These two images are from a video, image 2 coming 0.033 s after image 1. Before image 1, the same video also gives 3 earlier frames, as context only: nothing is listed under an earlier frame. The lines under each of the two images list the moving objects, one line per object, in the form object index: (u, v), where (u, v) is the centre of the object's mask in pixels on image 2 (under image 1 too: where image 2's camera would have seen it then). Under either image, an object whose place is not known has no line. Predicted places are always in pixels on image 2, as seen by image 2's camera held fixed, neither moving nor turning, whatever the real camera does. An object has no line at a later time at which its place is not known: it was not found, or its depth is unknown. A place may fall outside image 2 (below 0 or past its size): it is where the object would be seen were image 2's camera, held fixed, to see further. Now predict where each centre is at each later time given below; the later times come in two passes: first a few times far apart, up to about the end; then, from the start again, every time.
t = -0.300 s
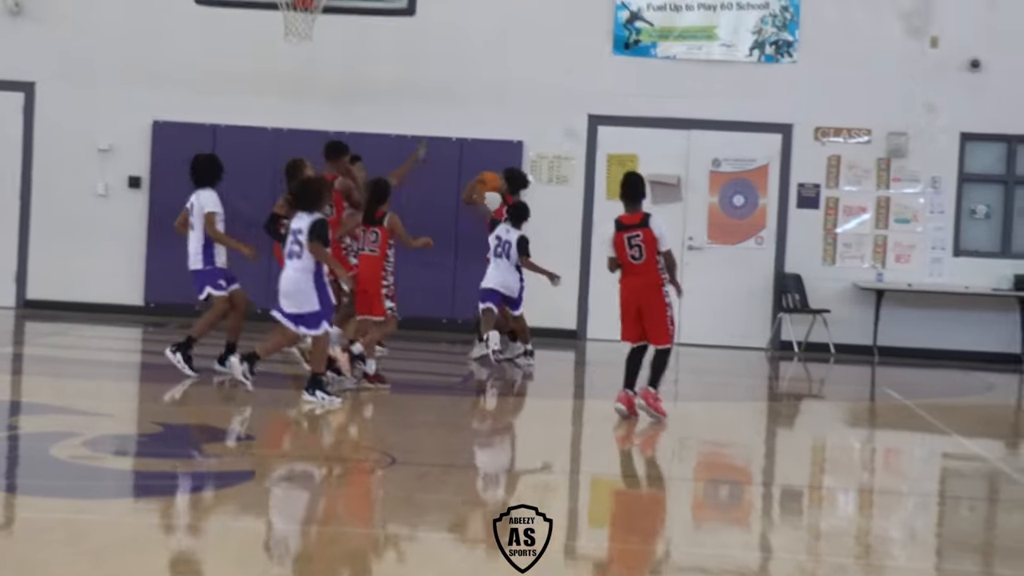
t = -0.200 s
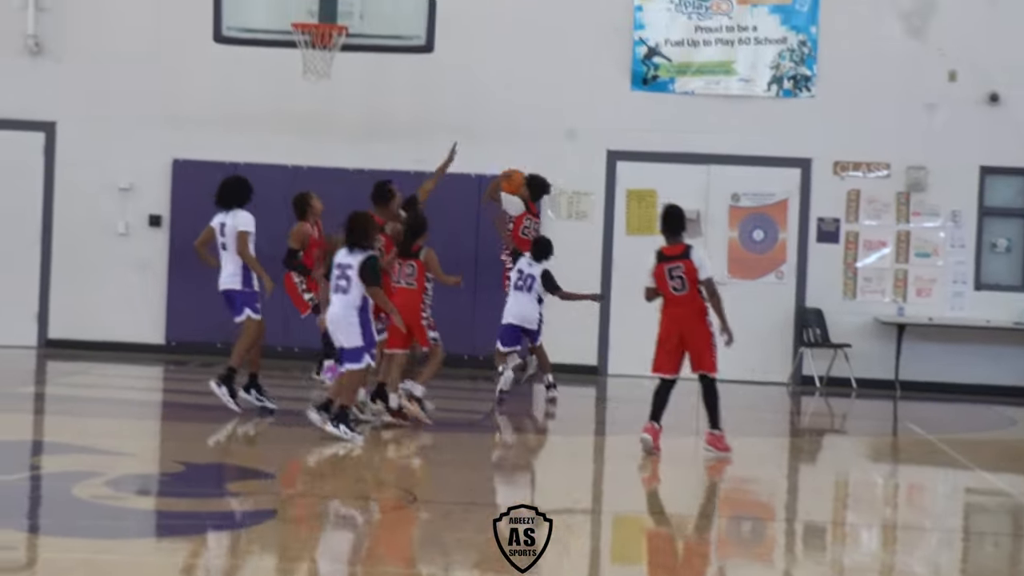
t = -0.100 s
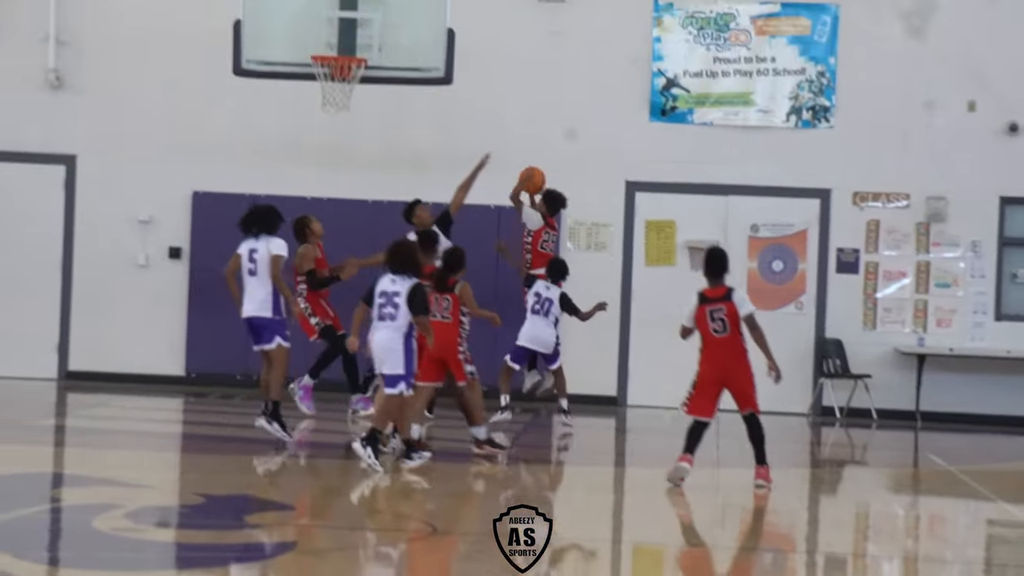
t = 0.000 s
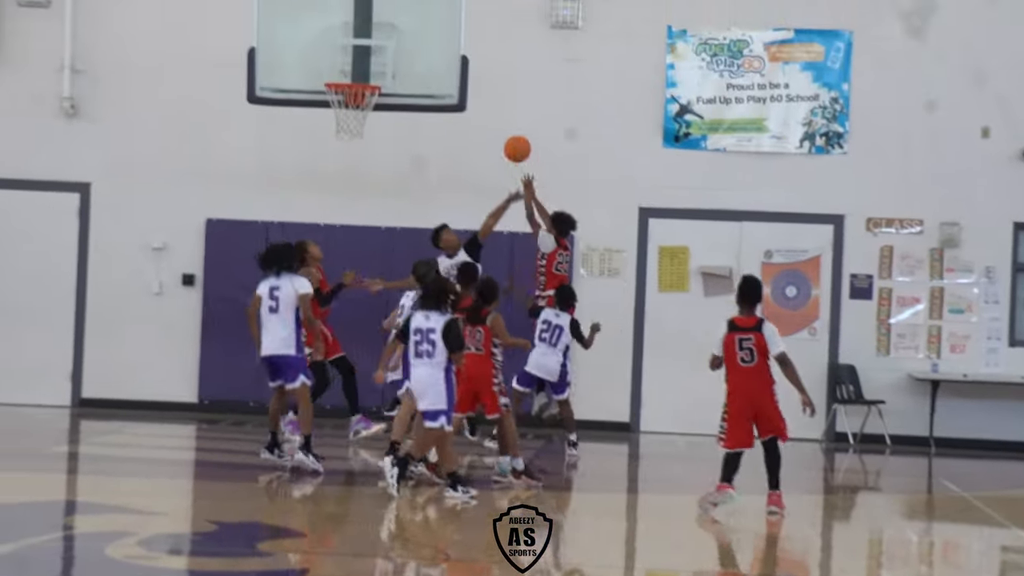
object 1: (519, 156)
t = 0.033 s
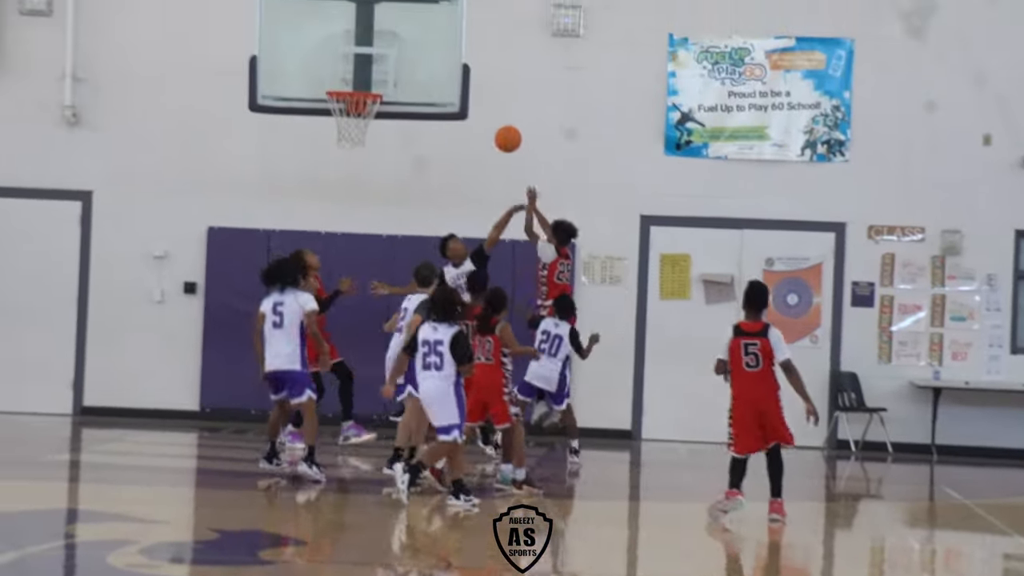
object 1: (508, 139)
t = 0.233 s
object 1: (442, 59)
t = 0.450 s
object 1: (372, 26)
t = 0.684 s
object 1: (325, 45)
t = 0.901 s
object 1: (281, 118)
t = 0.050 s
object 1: (502, 130)
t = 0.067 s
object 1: (496, 122)
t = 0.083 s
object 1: (491, 114)
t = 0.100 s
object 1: (485, 106)
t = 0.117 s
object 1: (480, 99)
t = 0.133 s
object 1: (474, 92)
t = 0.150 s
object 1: (469, 86)
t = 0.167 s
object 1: (463, 80)
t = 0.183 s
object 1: (458, 74)
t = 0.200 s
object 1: (453, 69)
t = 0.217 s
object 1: (447, 64)
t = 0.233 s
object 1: (442, 59)
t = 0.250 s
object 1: (436, 55)
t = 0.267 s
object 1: (431, 50)
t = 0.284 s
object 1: (425, 46)
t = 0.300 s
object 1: (420, 43)
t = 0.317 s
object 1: (414, 40)
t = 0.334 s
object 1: (409, 37)
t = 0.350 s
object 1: (404, 34)
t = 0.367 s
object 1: (398, 32)
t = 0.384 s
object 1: (393, 30)
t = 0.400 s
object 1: (388, 29)
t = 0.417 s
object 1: (383, 28)
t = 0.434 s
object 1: (377, 27)
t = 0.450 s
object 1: (372, 26)
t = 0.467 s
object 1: (367, 26)
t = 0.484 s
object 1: (364, 25)
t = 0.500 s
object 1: (360, 26)
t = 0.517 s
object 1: (357, 25)
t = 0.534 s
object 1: (355, 27)
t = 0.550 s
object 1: (351, 27)
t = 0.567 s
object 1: (349, 28)
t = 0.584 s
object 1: (345, 29)
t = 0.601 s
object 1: (341, 31)
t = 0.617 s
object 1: (338, 33)
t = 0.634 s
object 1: (335, 35)
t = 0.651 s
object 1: (331, 38)
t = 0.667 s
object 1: (328, 41)
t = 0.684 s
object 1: (325, 45)
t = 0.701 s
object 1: (321, 48)
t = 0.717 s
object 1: (318, 52)
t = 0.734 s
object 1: (315, 56)
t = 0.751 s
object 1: (311, 61)
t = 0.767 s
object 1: (308, 66)
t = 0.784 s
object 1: (305, 71)
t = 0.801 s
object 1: (301, 77)
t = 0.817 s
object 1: (298, 83)
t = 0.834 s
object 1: (295, 89)
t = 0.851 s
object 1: (291, 96)
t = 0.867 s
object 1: (288, 103)
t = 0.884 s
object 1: (284, 110)
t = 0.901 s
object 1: (281, 118)
